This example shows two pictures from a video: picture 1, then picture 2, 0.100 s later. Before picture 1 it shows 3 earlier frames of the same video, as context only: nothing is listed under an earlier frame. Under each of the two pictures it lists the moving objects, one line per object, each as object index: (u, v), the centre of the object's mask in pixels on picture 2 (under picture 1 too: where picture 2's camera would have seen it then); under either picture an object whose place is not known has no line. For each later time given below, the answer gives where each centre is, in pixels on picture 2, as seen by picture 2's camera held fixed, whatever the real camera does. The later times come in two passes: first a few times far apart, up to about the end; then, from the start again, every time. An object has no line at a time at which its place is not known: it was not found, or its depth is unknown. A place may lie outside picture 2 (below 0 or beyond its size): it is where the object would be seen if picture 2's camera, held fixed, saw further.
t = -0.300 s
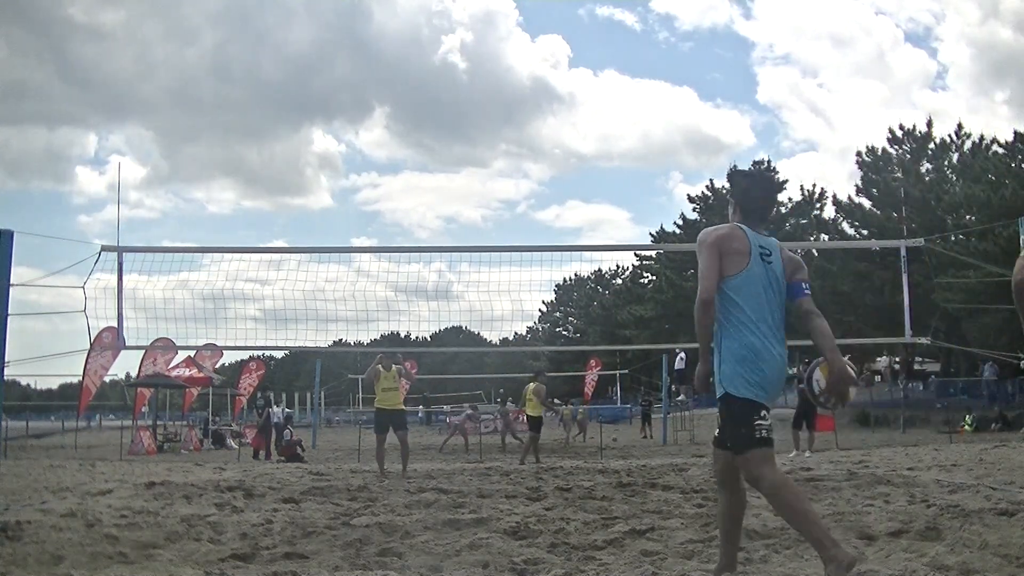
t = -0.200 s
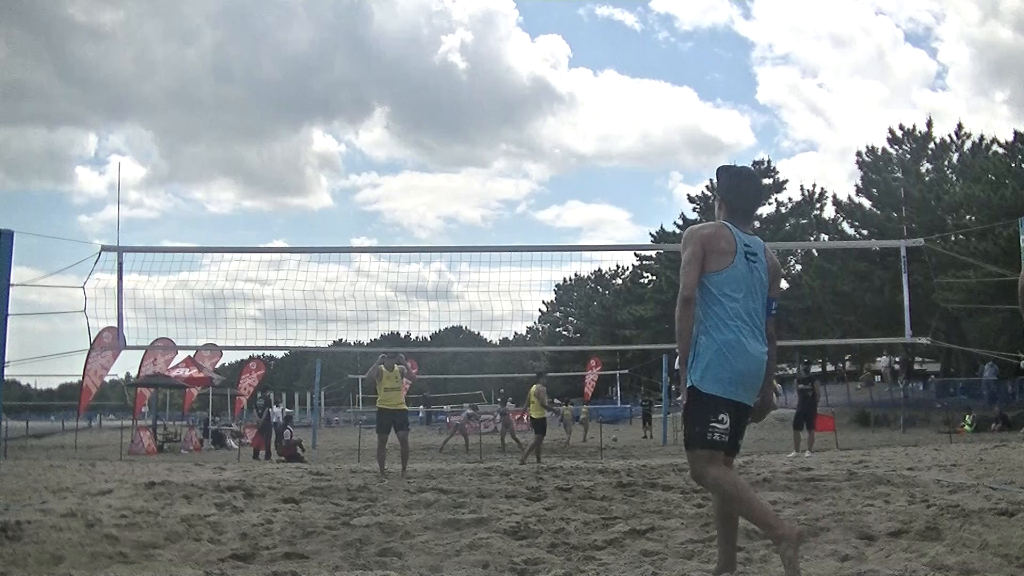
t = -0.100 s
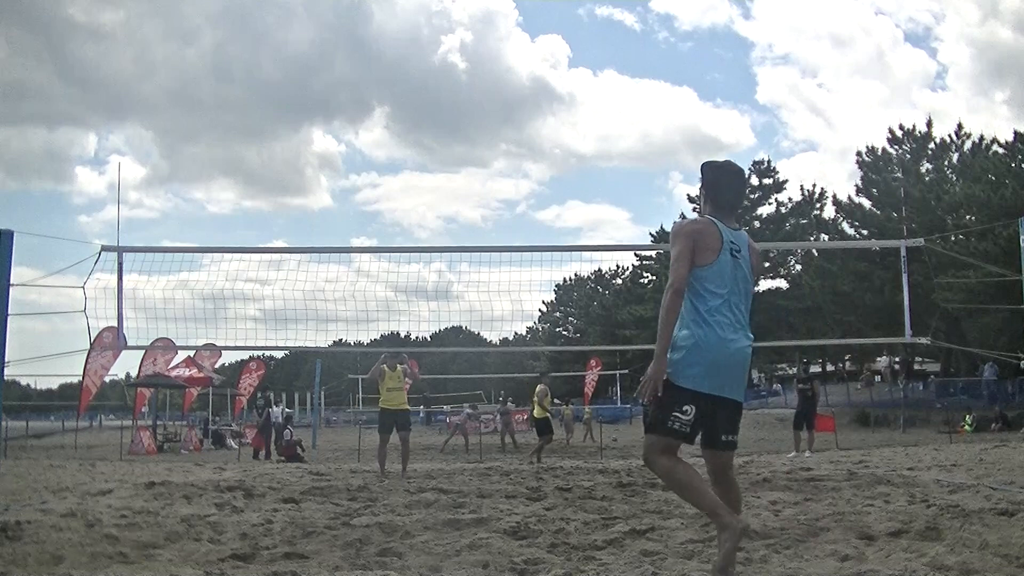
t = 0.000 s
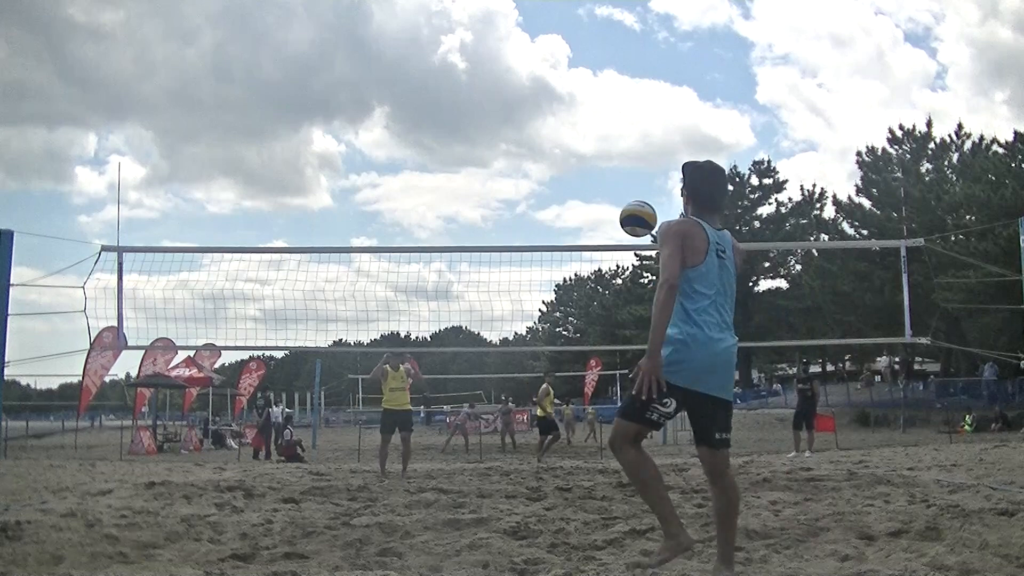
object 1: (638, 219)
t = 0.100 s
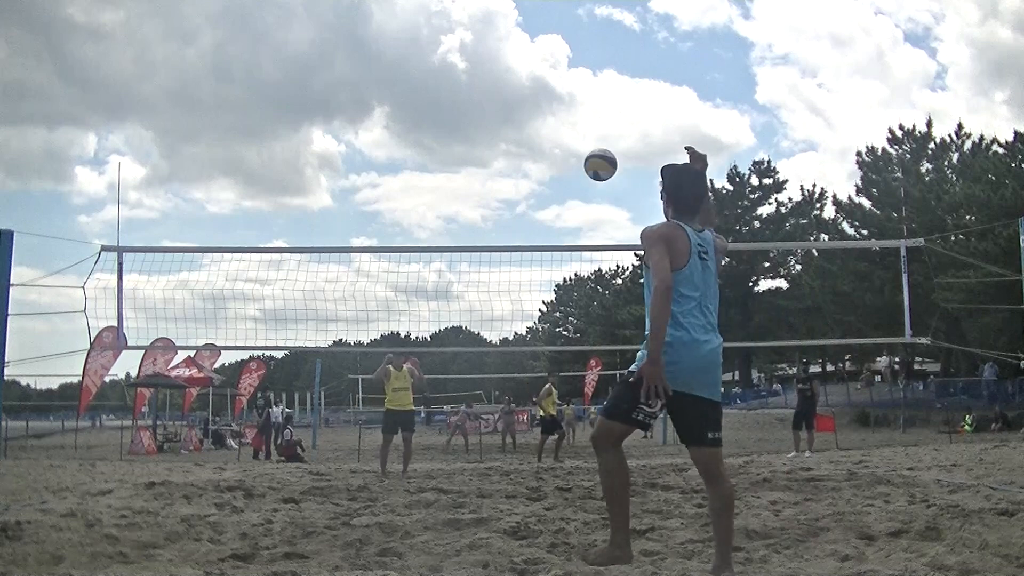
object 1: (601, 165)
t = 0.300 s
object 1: (549, 129)
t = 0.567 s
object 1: (508, 166)
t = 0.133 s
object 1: (590, 153)
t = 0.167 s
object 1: (580, 144)
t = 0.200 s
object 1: (571, 138)
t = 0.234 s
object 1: (563, 133)
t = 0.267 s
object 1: (556, 130)
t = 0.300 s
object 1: (549, 129)
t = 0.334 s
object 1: (542, 129)
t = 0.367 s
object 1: (536, 132)
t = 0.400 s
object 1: (531, 135)
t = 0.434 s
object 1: (526, 139)
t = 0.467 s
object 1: (521, 144)
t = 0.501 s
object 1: (516, 150)
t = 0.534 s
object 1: (512, 158)
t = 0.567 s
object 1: (508, 166)
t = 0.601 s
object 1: (504, 175)
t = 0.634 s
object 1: (501, 184)
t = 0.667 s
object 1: (498, 195)
